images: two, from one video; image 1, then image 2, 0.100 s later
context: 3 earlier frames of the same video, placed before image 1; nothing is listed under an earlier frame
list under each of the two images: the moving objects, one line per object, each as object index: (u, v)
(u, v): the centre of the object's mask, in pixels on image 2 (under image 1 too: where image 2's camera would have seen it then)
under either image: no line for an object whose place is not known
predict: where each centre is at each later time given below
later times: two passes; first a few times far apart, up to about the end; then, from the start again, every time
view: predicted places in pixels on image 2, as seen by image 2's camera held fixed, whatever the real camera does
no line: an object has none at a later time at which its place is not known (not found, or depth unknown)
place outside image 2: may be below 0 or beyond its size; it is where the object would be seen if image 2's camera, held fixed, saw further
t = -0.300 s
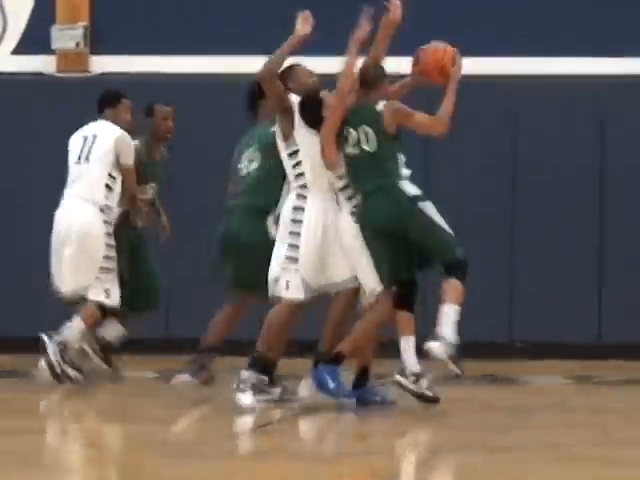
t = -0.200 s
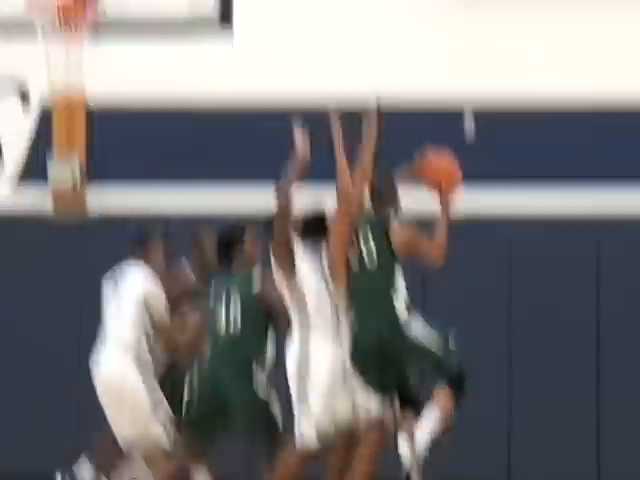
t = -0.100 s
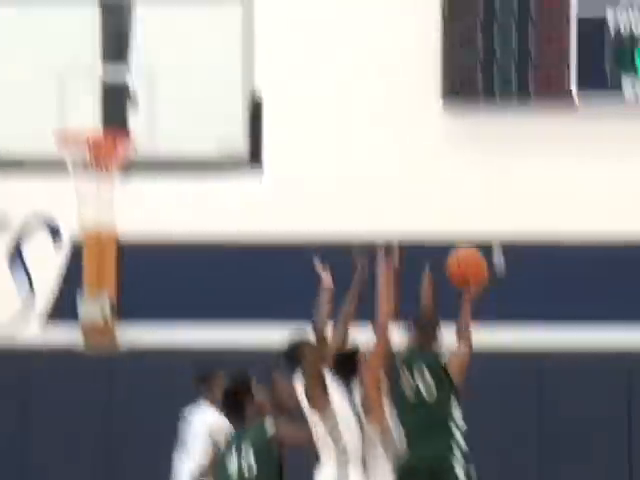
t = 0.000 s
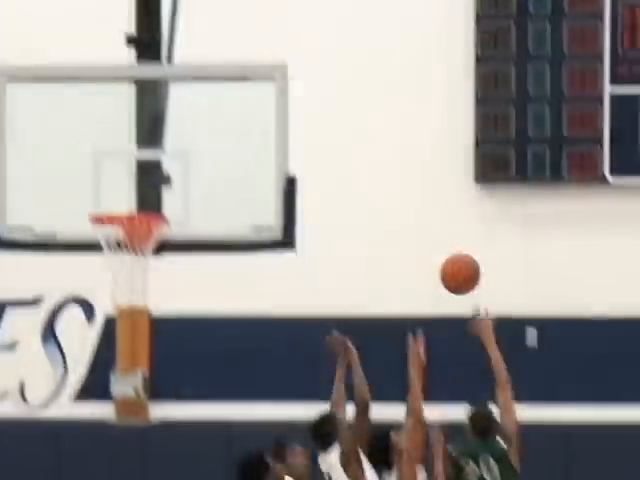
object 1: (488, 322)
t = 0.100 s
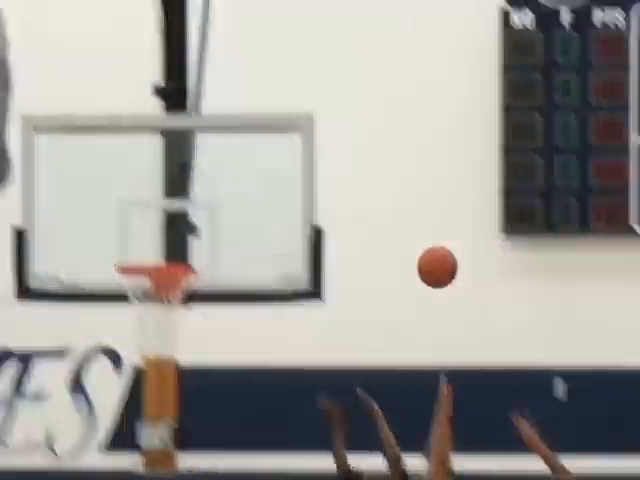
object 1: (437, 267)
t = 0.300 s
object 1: (341, 205)
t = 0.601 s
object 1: (201, 242)
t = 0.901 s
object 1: (159, 212)
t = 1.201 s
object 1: (164, 258)
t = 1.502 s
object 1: (179, 359)
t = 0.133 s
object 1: (420, 251)
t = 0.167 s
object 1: (404, 238)
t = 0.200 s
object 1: (388, 226)
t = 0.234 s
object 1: (372, 217)
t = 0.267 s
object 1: (357, 210)
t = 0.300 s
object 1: (341, 205)
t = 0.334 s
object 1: (325, 202)
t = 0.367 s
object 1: (310, 200)
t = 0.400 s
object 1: (294, 201)
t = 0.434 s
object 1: (278, 203)
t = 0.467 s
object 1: (263, 207)
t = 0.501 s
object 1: (247, 213)
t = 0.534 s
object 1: (232, 221)
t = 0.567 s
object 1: (217, 231)
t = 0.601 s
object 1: (201, 242)
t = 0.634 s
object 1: (191, 245)
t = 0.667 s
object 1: (186, 235)
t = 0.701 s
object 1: (182, 227)
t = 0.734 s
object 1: (179, 221)
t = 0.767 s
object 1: (174, 214)
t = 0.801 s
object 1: (171, 212)
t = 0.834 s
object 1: (167, 210)
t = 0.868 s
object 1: (163, 210)
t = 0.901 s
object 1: (159, 212)
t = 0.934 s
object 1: (155, 216)
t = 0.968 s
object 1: (151, 222)
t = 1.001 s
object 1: (147, 229)
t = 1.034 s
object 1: (144, 238)
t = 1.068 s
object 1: (139, 247)
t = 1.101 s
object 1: (140, 252)
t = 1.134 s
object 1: (148, 253)
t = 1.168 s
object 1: (155, 255)
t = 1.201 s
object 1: (164, 258)
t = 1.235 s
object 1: (174, 260)
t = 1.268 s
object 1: (177, 286)
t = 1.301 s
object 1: (180, 294)
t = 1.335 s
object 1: (188, 307)
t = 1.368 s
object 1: (184, 314)
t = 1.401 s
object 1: (183, 322)
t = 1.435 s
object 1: (181, 332)
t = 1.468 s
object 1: (180, 343)
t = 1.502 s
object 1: (179, 359)
